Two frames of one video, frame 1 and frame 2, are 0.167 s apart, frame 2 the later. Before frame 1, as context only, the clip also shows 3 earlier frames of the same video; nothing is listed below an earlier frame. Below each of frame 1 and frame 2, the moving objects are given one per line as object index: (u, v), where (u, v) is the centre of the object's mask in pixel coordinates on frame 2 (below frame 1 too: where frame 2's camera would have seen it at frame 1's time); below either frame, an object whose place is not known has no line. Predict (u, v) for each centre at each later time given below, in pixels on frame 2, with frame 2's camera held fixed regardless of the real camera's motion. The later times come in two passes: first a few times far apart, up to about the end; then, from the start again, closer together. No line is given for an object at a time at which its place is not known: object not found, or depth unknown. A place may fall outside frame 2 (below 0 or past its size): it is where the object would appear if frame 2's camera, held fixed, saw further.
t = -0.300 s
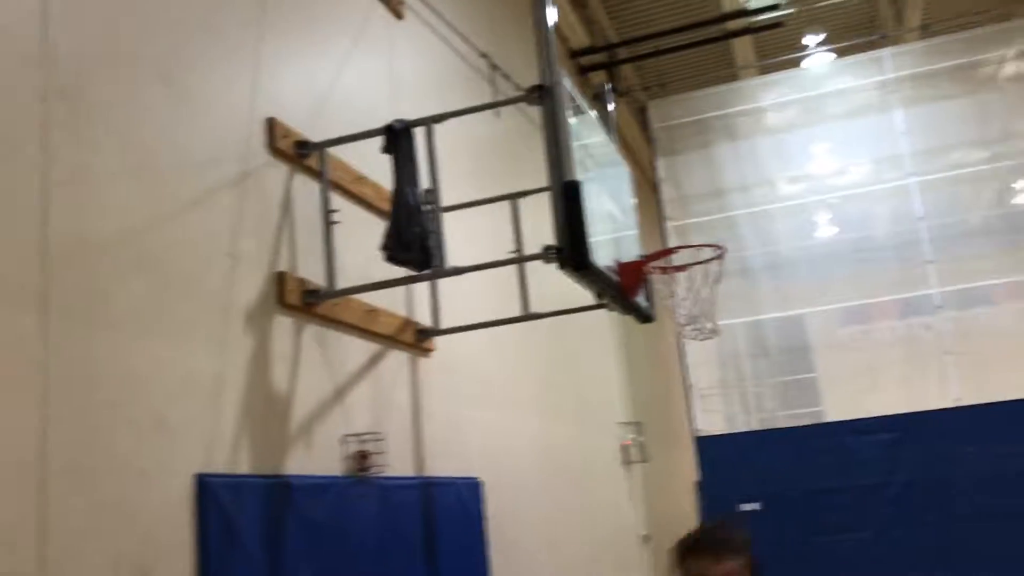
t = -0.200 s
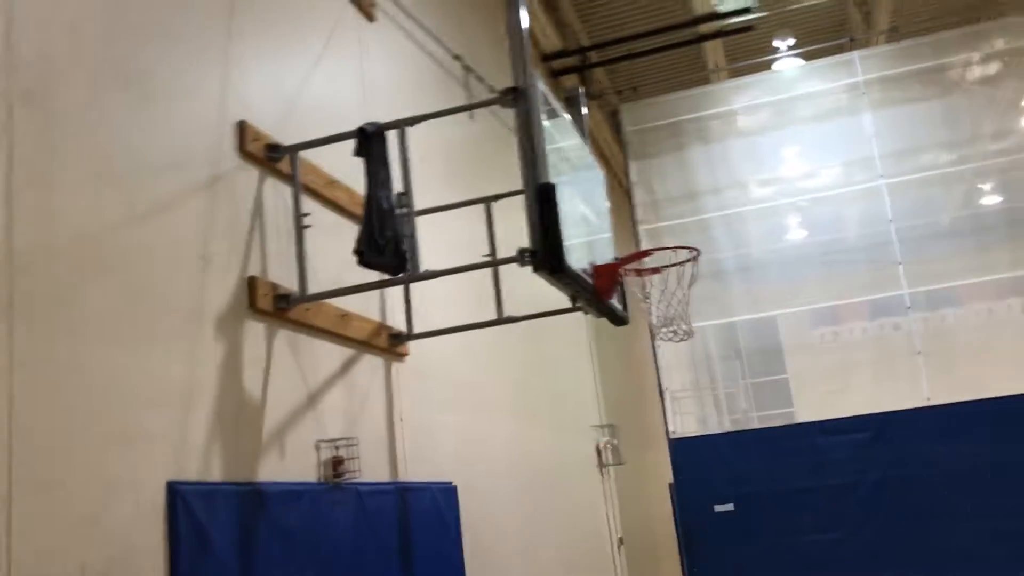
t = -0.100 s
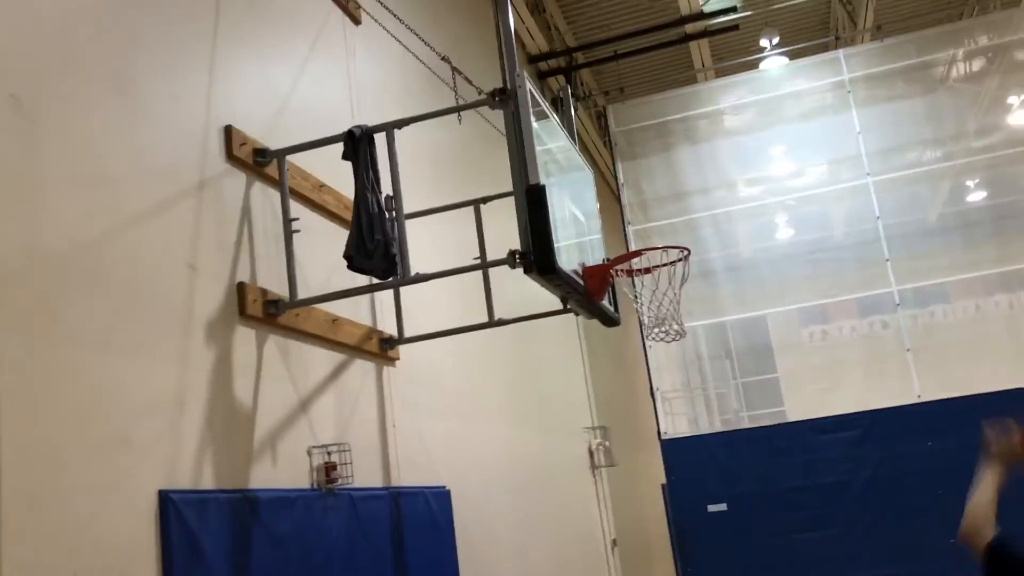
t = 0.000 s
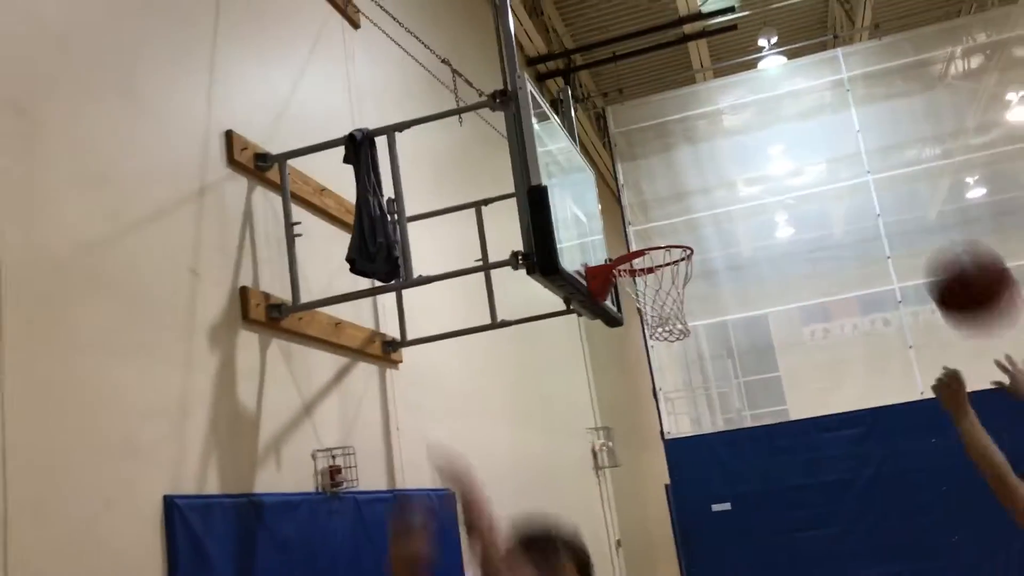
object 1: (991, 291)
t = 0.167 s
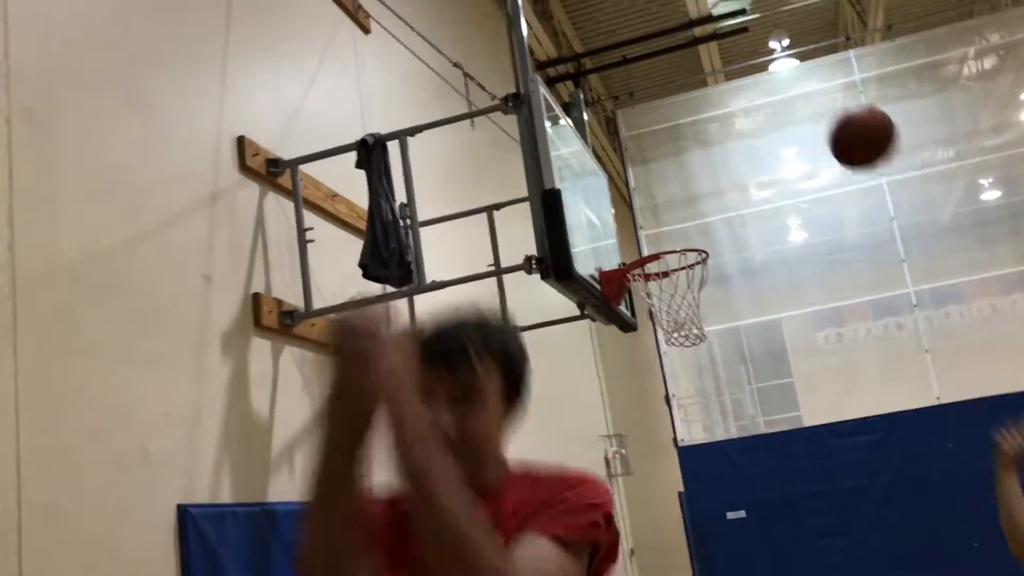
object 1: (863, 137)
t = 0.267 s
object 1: (810, 97)
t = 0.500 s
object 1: (731, 99)
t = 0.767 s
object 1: (685, 209)
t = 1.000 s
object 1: (679, 368)
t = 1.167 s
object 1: (687, 521)
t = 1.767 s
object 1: (664, 508)
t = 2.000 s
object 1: (660, 461)
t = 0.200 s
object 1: (843, 121)
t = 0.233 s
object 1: (826, 108)
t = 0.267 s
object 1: (810, 97)
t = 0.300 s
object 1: (796, 91)
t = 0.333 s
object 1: (782, 87)
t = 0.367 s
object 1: (769, 85)
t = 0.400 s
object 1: (758, 86)
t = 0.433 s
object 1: (749, 88)
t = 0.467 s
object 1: (739, 92)
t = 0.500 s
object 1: (731, 99)
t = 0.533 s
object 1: (723, 107)
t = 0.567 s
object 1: (716, 116)
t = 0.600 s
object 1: (709, 129)
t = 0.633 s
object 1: (703, 142)
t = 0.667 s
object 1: (698, 156)
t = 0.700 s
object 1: (693, 173)
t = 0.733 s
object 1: (688, 190)
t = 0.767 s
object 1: (685, 209)
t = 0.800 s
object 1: (681, 228)
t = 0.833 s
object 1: (677, 251)
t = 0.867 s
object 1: (676, 272)
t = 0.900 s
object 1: (676, 295)
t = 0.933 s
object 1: (676, 316)
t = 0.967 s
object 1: (677, 342)
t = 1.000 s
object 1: (679, 368)
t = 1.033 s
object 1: (680, 397)
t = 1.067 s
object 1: (680, 429)
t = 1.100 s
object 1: (682, 465)
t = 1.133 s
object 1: (684, 501)
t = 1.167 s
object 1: (687, 521)
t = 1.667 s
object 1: (667, 547)
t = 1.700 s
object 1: (665, 539)
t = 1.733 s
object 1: (666, 522)
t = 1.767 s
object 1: (664, 508)
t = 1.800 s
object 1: (663, 496)
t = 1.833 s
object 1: (662, 485)
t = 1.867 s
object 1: (661, 476)
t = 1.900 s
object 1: (661, 469)
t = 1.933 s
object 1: (660, 464)
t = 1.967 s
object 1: (661, 460)
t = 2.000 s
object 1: (660, 461)
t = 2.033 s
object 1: (658, 462)
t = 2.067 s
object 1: (658, 465)
